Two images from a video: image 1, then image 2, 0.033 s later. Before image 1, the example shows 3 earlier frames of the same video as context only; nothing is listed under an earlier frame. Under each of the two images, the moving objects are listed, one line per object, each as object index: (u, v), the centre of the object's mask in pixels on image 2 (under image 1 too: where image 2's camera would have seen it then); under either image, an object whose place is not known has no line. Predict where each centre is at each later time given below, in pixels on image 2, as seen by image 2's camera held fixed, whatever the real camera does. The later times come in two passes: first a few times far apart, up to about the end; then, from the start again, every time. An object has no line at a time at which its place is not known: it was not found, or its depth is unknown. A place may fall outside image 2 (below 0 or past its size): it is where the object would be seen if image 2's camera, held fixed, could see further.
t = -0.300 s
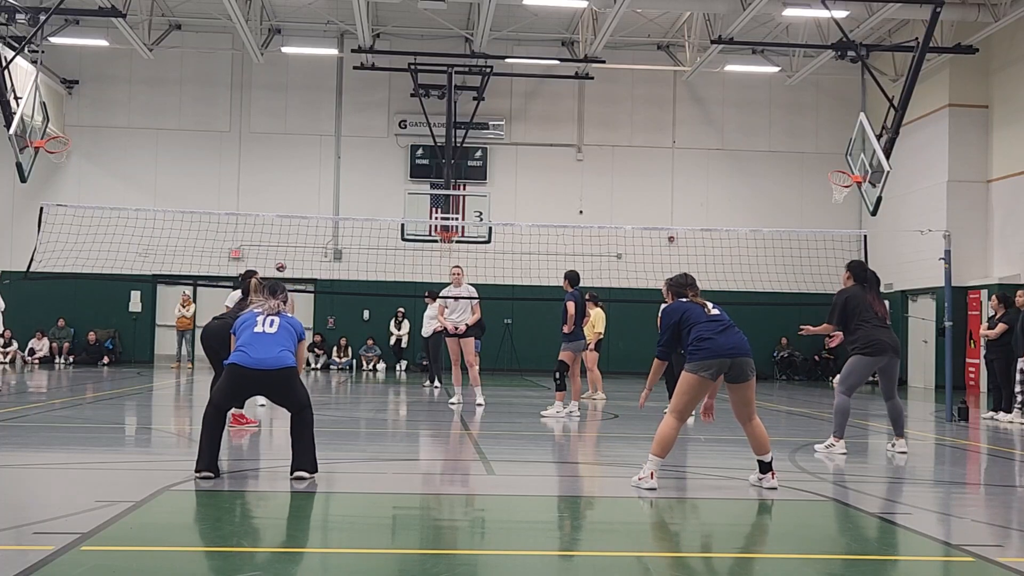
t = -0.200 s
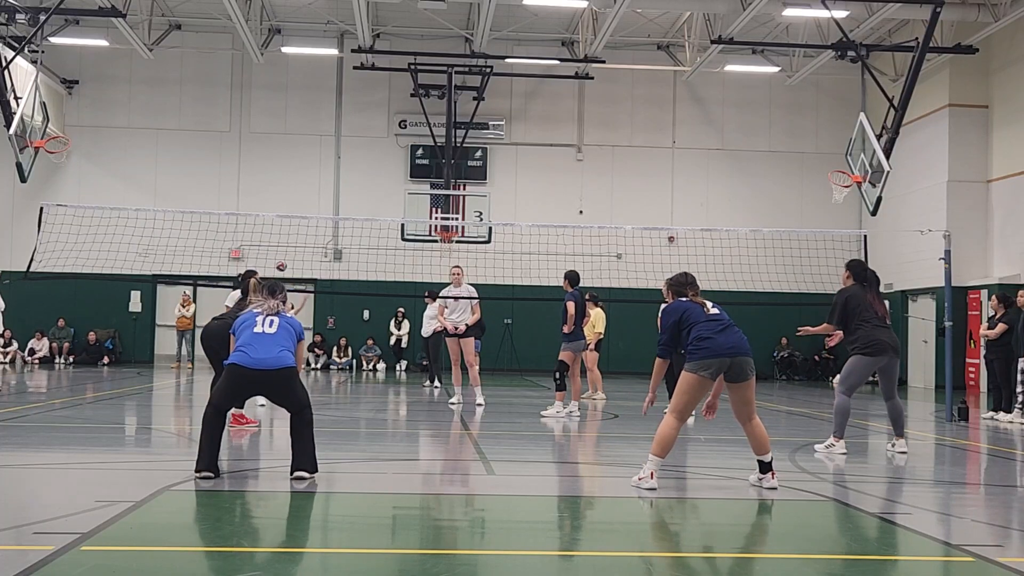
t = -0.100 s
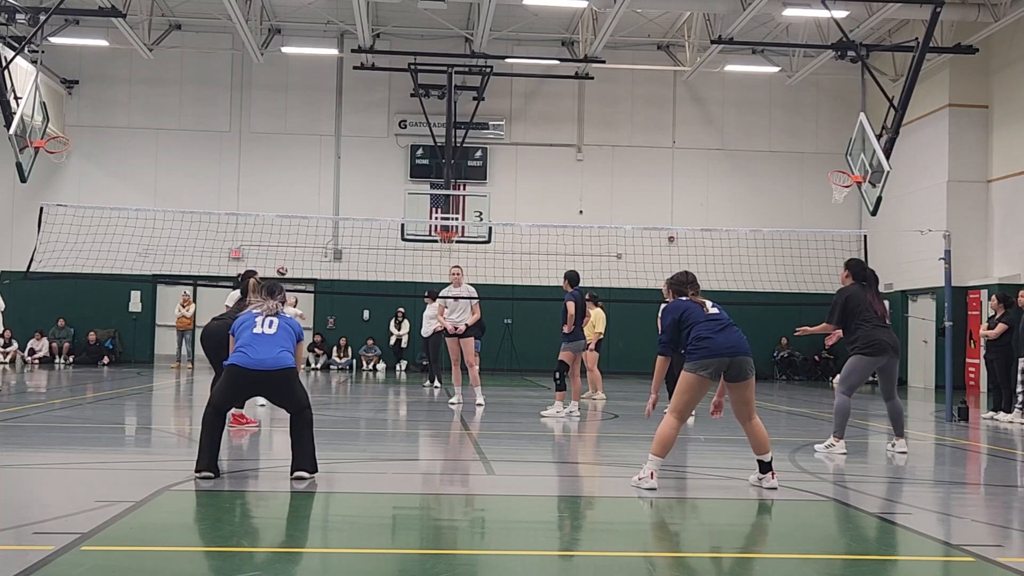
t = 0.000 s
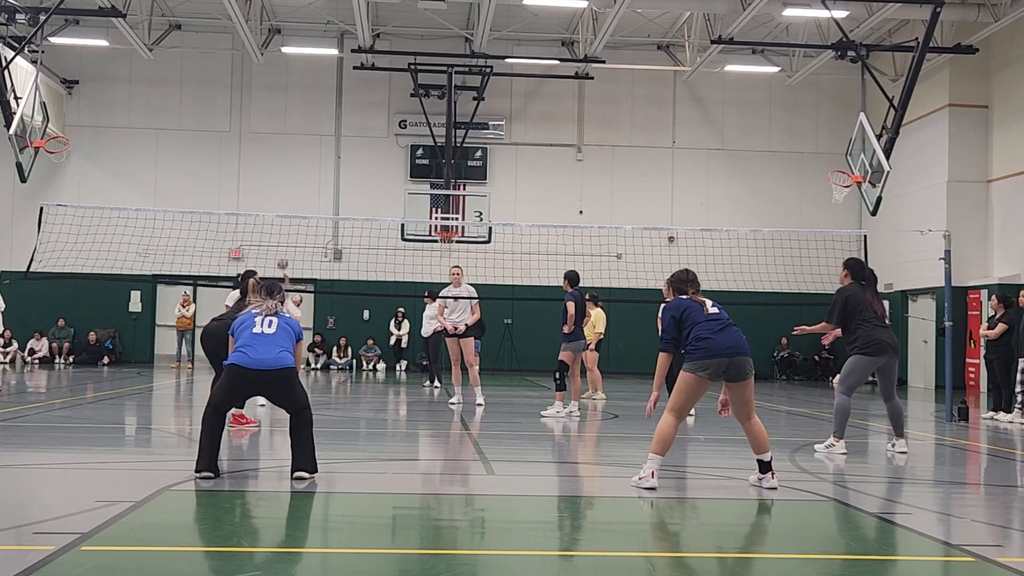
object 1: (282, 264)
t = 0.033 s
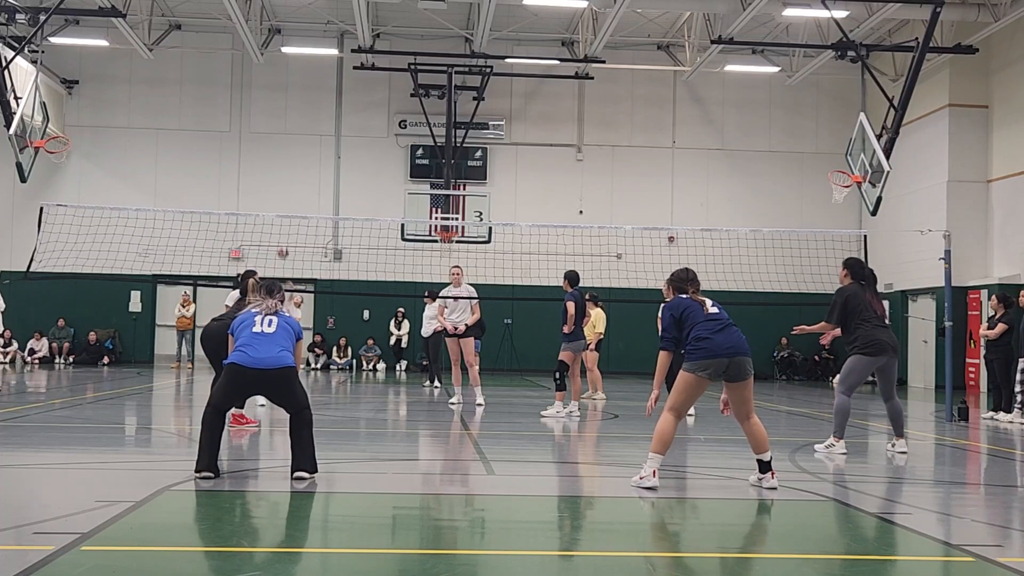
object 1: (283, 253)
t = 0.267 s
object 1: (287, 178)
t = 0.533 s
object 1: (292, 116)
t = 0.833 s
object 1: (300, 101)
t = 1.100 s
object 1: (302, 191)
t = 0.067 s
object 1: (283, 241)
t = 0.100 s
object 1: (284, 231)
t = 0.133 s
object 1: (284, 221)
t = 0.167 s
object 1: (285, 209)
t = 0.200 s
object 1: (286, 199)
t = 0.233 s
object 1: (286, 189)
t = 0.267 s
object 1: (287, 178)
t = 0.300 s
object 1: (287, 168)
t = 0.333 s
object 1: (288, 159)
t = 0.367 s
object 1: (288, 151)
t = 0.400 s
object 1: (289, 143)
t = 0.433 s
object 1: (289, 135)
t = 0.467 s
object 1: (290, 129)
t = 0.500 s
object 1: (291, 122)
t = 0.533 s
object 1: (292, 116)
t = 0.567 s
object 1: (293, 110)
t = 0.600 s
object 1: (294, 105)
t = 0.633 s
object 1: (295, 101)
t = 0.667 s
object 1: (296, 99)
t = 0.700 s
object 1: (297, 97)
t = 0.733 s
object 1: (297, 96)
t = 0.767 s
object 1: (298, 97)
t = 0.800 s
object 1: (299, 98)
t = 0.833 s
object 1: (300, 101)
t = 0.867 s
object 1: (300, 106)
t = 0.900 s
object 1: (301, 112)
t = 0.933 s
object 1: (301, 120)
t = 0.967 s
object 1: (301, 130)
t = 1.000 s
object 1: (302, 142)
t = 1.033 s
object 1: (303, 156)
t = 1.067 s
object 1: (303, 172)
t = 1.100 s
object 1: (302, 191)
